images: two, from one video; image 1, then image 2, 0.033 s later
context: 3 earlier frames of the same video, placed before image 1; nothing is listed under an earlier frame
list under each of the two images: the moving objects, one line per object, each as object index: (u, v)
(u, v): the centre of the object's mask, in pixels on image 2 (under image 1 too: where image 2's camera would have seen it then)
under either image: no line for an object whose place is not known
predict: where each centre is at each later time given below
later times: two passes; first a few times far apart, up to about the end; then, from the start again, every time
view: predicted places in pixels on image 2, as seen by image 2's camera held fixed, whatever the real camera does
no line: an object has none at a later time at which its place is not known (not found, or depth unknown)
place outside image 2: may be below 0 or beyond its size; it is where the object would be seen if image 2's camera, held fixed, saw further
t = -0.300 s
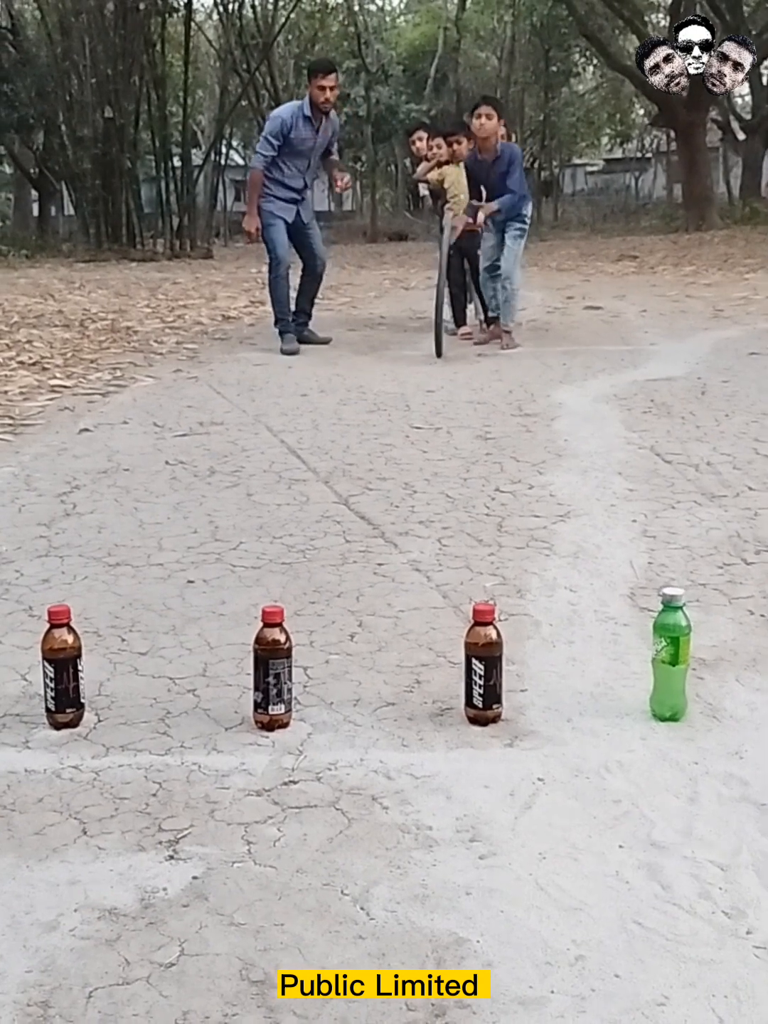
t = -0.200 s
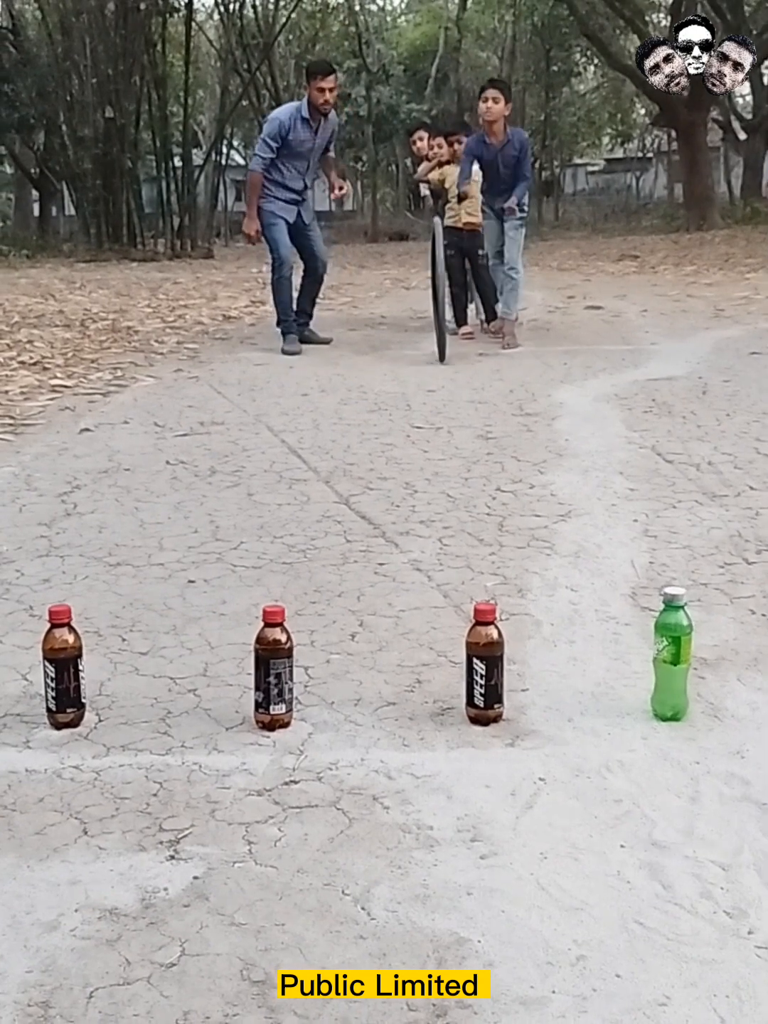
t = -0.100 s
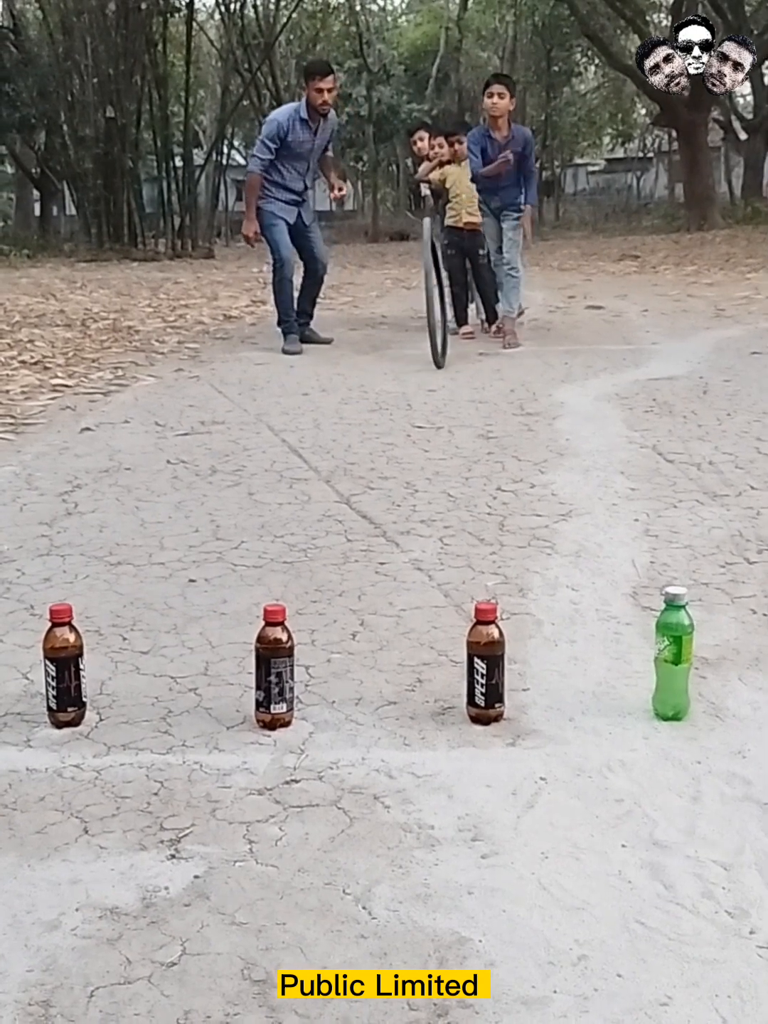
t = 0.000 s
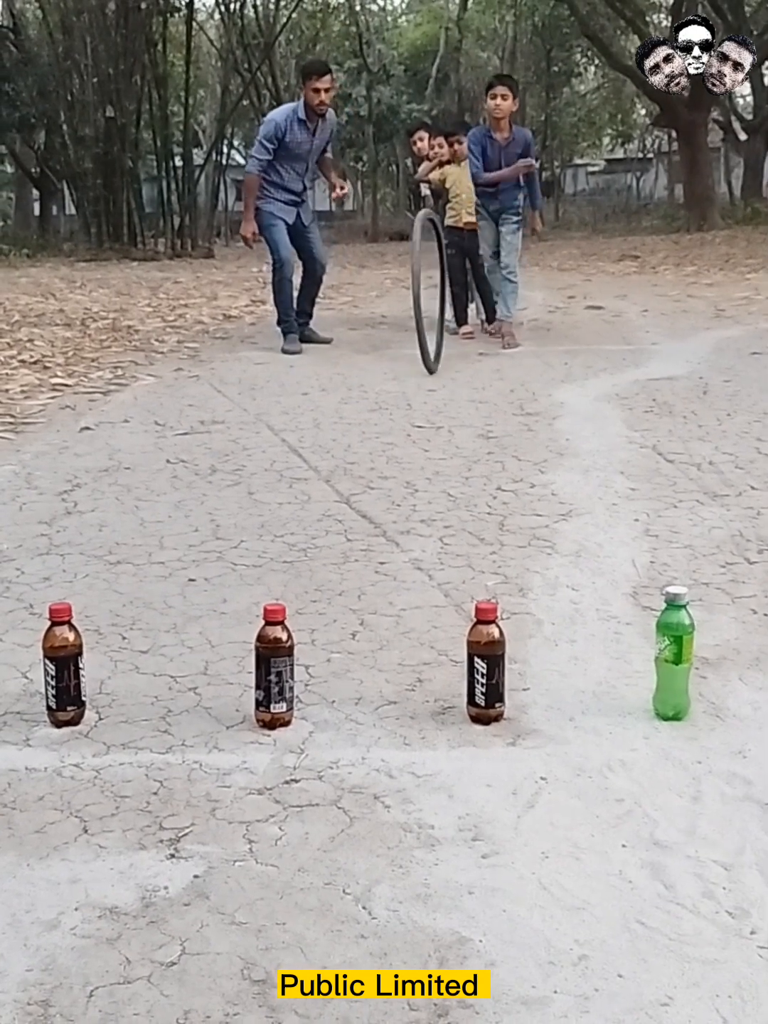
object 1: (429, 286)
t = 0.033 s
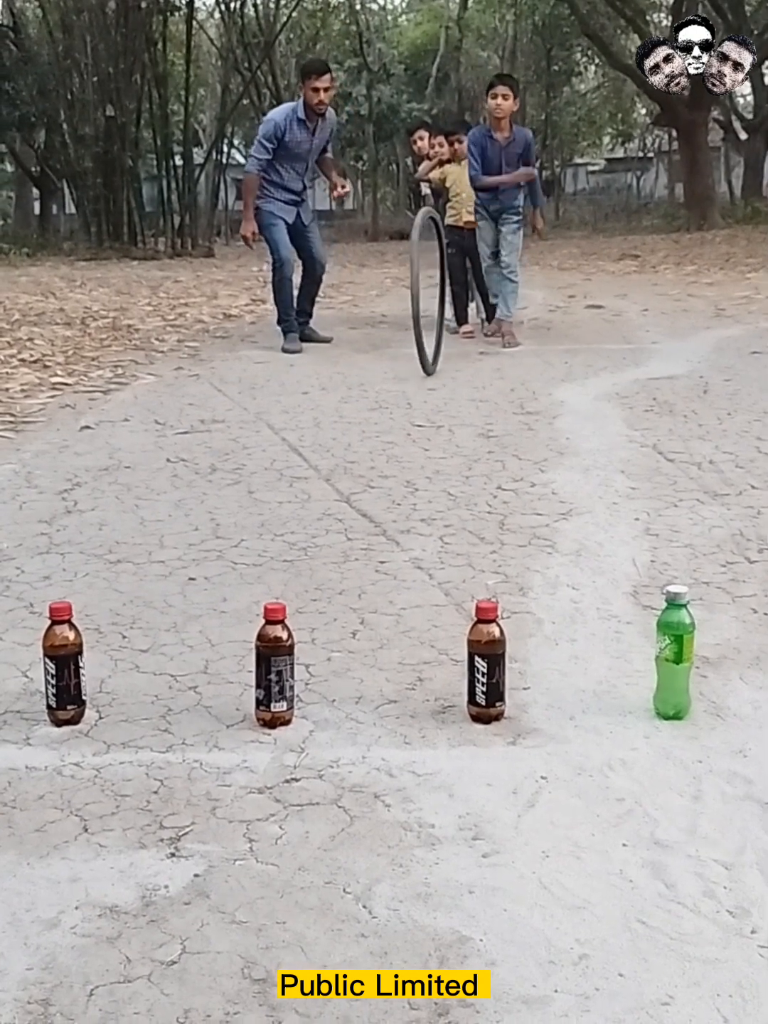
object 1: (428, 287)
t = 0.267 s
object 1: (417, 308)
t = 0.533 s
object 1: (395, 309)
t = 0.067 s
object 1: (427, 290)
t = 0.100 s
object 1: (425, 292)
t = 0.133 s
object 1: (424, 295)
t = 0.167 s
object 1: (422, 300)
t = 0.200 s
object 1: (421, 304)
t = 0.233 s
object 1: (419, 305)
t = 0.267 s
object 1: (417, 308)
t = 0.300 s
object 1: (415, 305)
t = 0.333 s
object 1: (413, 305)
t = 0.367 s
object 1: (409, 303)
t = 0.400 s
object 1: (406, 302)
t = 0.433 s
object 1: (403, 303)
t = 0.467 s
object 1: (400, 303)
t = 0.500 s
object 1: (398, 303)
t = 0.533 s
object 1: (395, 309)
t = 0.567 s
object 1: (392, 315)
